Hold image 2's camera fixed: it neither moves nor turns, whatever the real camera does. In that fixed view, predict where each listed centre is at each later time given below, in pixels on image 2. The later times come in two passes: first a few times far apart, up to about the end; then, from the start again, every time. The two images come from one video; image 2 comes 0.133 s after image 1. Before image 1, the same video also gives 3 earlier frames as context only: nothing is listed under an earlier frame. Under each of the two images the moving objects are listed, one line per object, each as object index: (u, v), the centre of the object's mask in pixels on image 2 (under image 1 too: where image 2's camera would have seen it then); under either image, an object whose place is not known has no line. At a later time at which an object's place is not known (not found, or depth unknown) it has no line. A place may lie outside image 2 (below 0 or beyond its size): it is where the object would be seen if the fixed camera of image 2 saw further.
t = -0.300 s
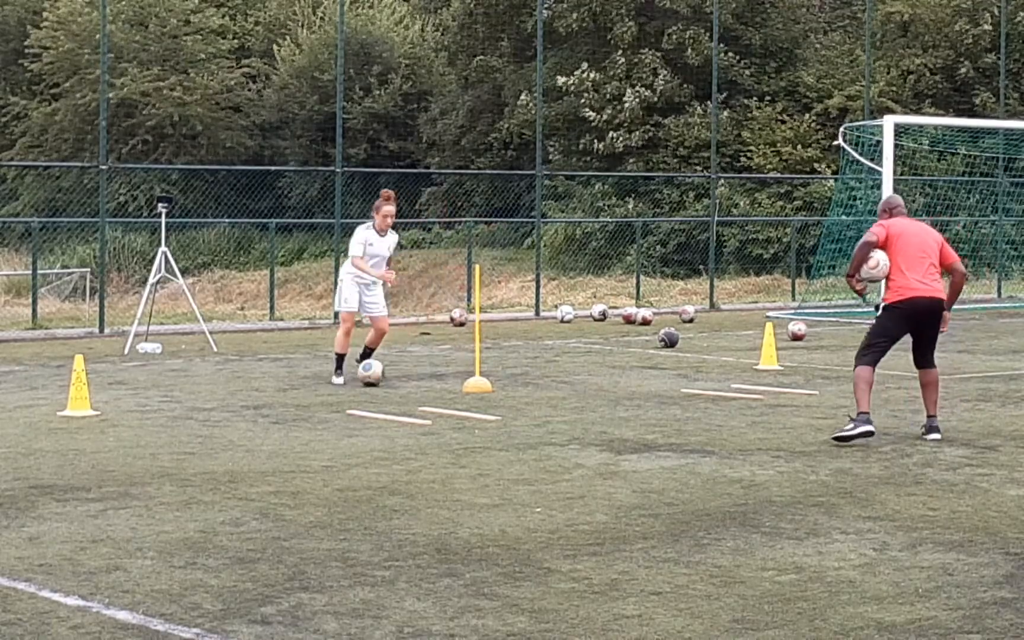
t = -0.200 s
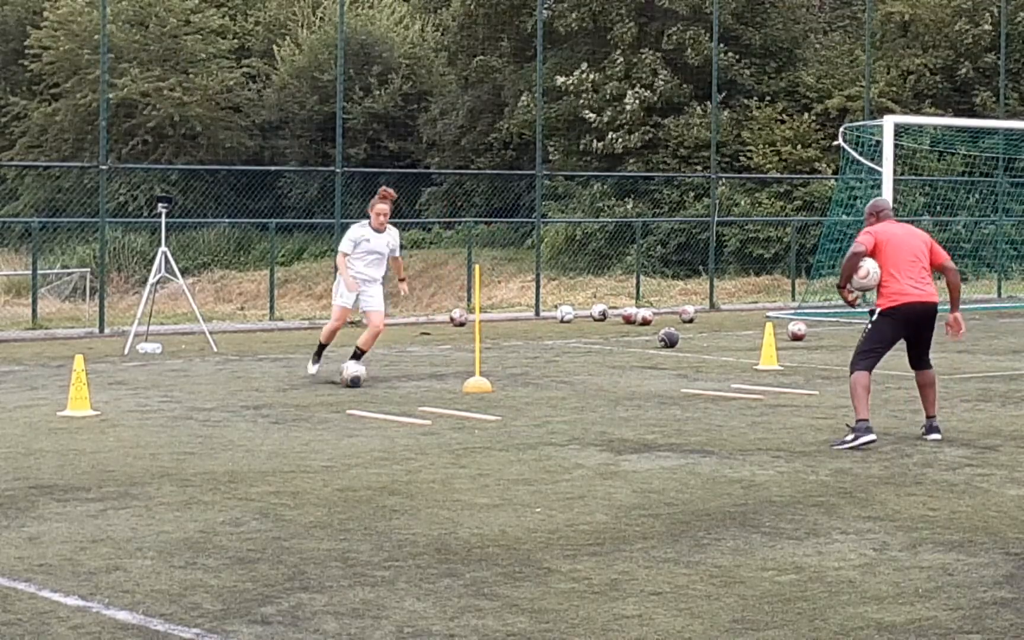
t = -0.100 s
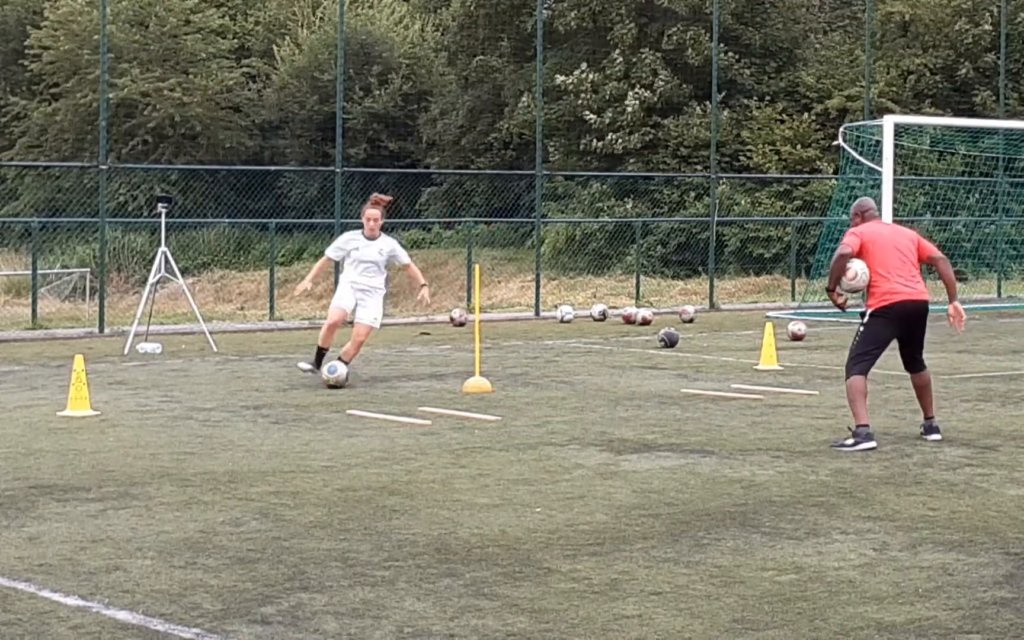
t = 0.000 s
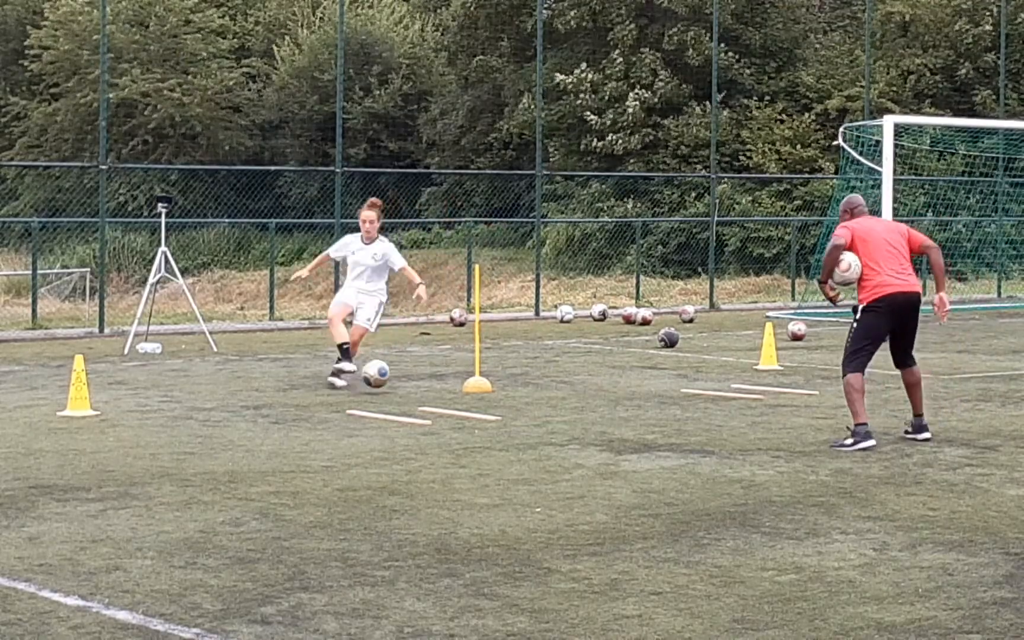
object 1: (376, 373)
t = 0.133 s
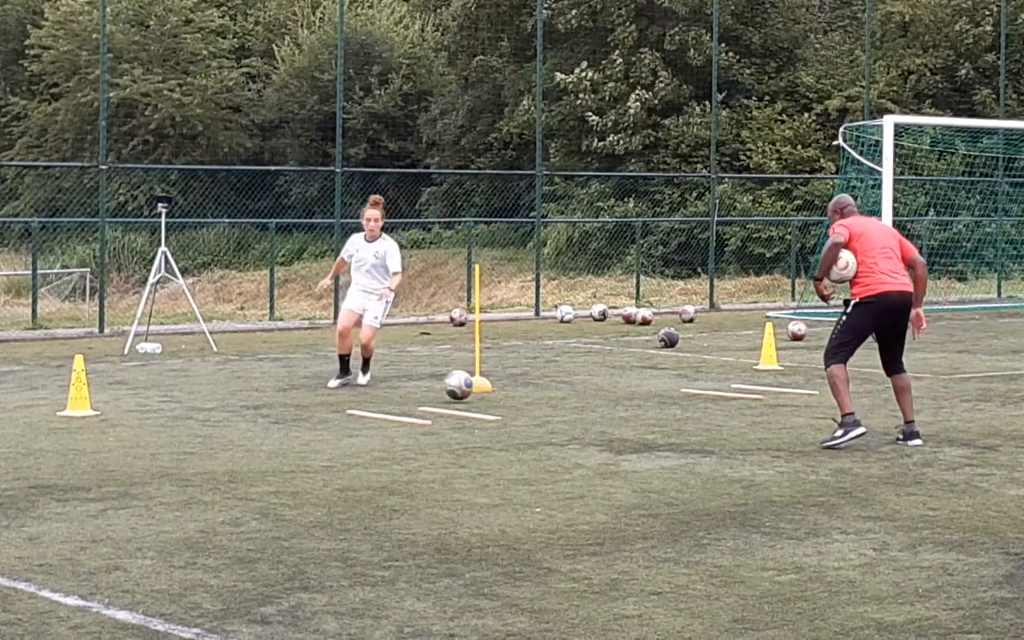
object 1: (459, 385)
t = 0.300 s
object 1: (551, 391)
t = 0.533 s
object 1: (671, 409)
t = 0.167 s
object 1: (478, 390)
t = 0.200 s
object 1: (497, 388)
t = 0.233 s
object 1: (514, 388)
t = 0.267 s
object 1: (532, 389)
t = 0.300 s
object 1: (551, 391)
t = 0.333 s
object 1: (568, 396)
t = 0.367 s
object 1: (588, 402)
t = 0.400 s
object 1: (603, 401)
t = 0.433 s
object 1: (620, 399)
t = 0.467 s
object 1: (638, 401)
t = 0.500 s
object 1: (655, 404)
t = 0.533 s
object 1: (671, 409)
